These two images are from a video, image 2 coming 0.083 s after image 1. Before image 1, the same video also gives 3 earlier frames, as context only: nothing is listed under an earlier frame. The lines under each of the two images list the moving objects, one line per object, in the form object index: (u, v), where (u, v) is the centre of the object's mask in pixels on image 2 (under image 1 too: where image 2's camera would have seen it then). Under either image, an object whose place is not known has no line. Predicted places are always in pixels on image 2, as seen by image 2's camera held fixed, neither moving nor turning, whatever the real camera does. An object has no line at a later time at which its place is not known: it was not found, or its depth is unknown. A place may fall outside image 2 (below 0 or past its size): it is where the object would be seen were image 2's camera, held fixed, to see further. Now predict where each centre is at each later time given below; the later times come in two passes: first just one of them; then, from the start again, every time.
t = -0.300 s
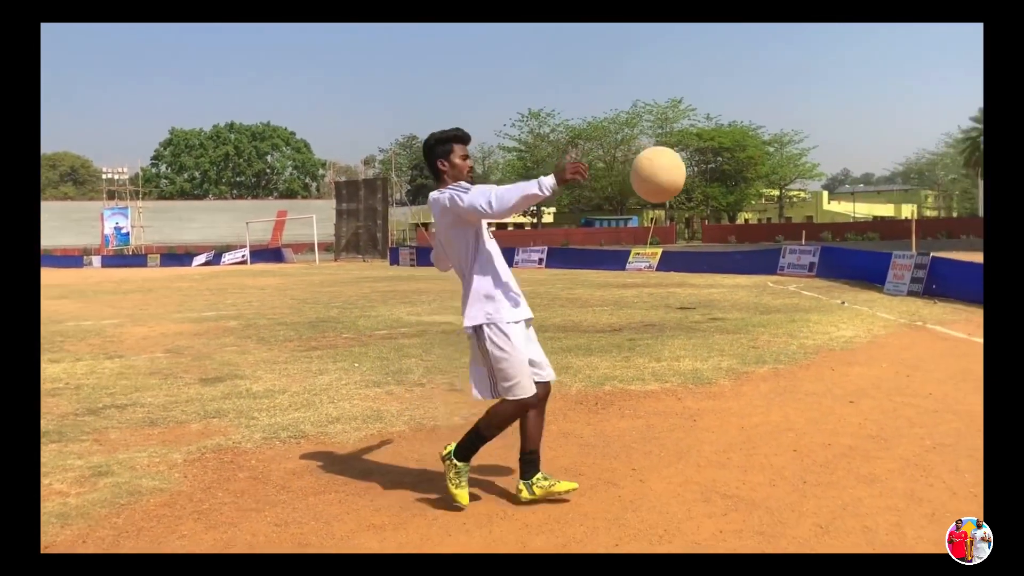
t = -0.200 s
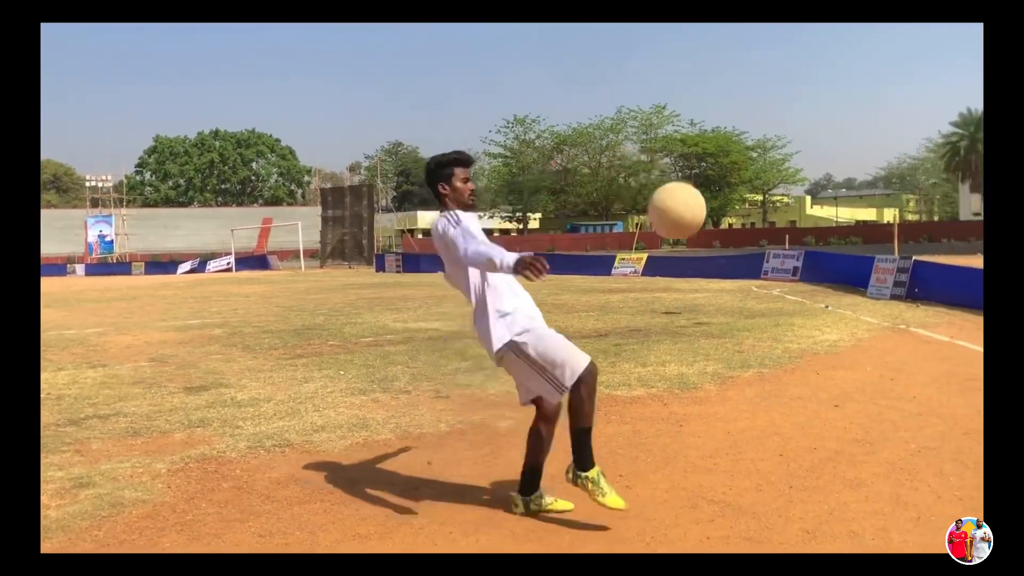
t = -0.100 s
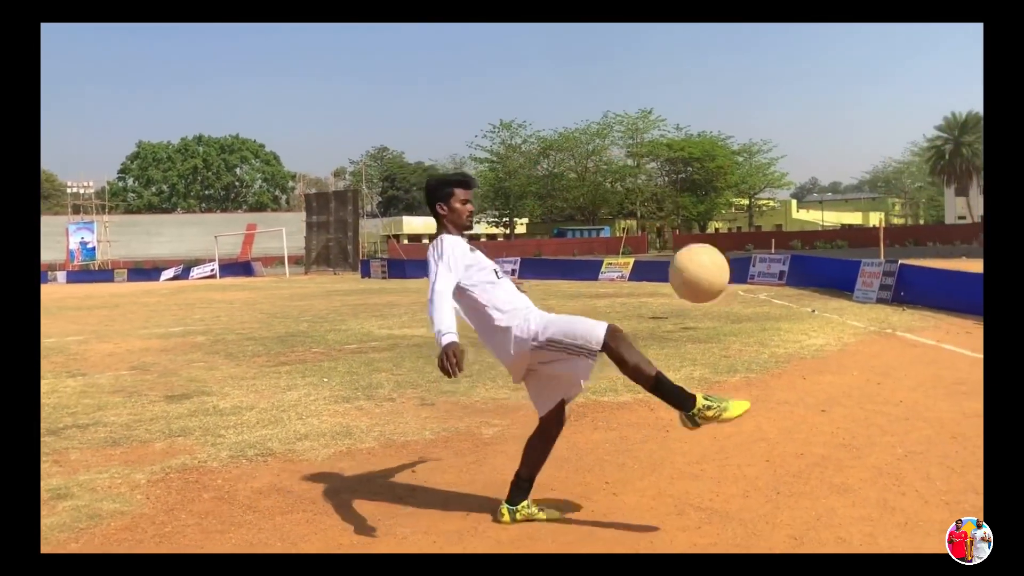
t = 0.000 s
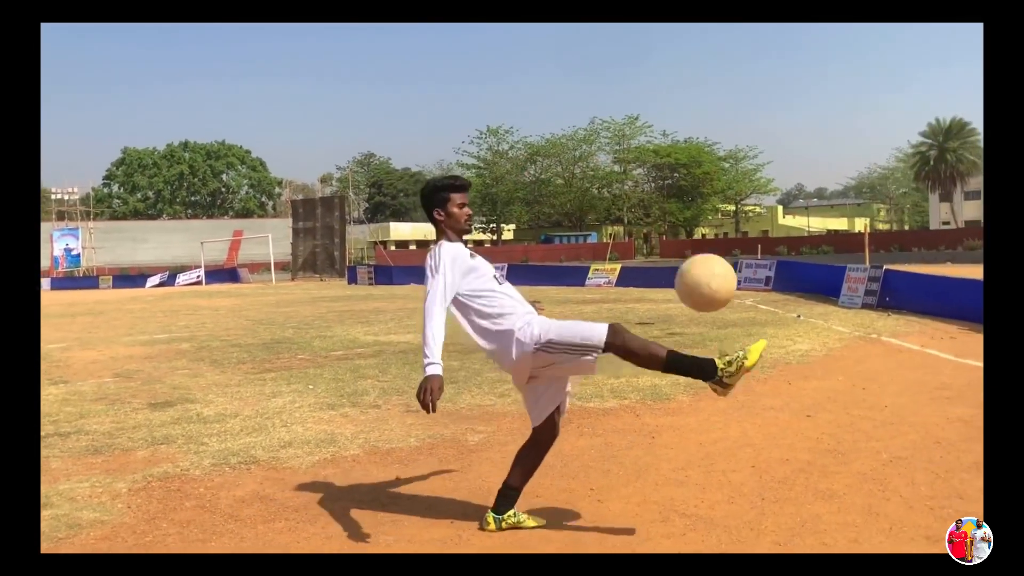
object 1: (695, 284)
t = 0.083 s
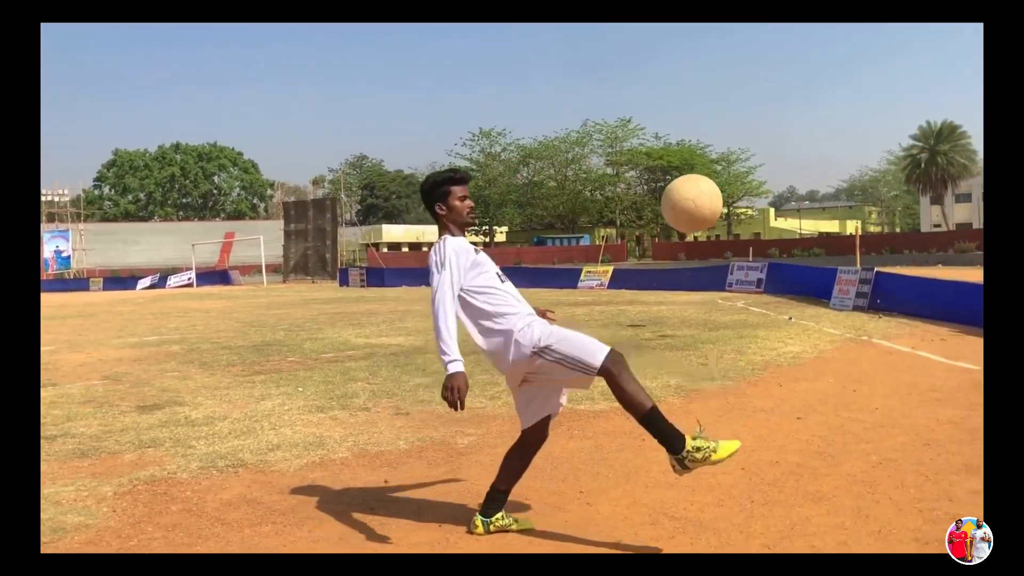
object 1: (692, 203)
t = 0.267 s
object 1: (686, 88)
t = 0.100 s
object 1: (691, 190)
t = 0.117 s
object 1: (690, 176)
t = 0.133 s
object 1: (690, 163)
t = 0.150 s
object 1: (689, 151)
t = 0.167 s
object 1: (689, 140)
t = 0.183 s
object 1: (687, 130)
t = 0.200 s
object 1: (687, 120)
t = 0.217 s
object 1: (687, 111)
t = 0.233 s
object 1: (686, 103)
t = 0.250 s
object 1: (686, 96)
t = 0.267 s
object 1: (686, 88)
